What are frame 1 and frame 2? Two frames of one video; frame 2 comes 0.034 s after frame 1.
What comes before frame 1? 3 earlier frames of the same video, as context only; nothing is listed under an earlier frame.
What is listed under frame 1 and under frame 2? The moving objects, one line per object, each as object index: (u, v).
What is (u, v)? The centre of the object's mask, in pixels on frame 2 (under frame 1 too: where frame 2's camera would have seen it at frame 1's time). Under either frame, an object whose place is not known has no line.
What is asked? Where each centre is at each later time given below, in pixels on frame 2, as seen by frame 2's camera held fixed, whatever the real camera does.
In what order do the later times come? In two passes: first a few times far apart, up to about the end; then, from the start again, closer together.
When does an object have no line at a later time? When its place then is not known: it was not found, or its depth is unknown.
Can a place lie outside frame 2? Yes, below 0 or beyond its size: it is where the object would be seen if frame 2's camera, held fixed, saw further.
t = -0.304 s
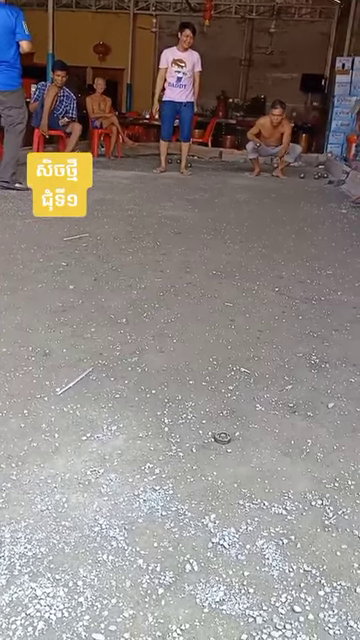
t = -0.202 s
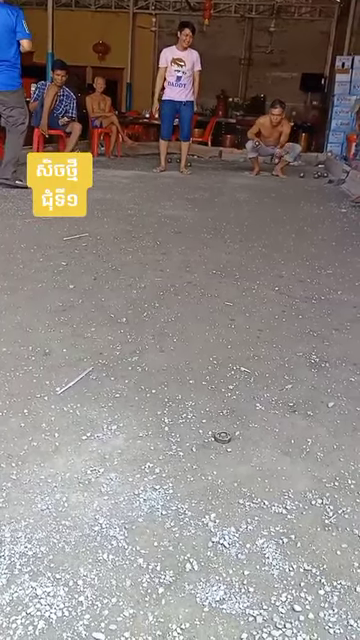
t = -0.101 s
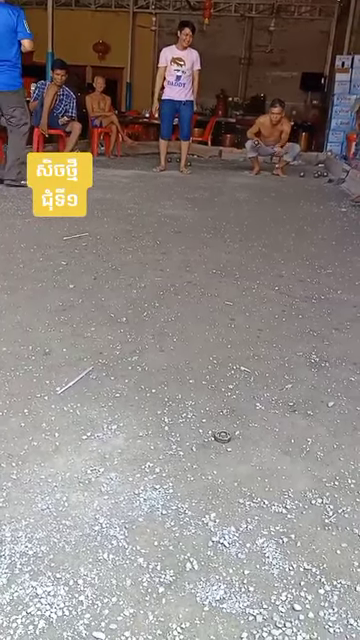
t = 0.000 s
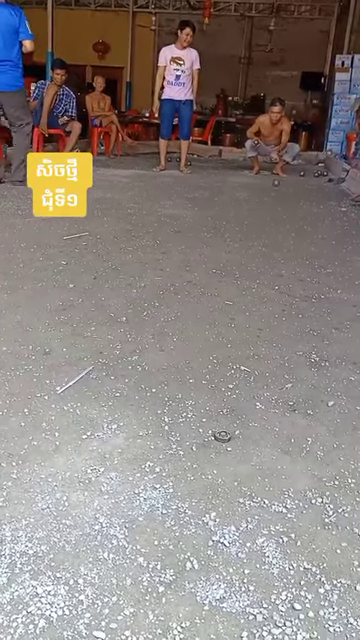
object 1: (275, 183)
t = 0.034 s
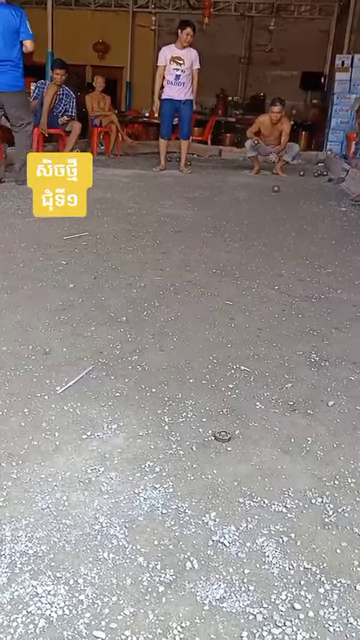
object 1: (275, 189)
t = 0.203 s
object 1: (275, 194)
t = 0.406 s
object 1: (273, 201)
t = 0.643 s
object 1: (268, 209)
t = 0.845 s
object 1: (263, 217)
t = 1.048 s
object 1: (258, 226)
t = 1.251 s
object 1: (248, 236)
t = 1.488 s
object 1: (234, 250)
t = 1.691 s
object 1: (223, 257)
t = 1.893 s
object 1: (214, 273)
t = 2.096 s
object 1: (205, 288)
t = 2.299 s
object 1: (197, 304)
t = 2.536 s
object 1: (186, 326)
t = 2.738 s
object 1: (179, 346)
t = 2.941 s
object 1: (168, 367)
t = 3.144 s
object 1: (160, 385)
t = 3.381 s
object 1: (155, 405)
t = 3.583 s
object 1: (151, 420)
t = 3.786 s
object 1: (145, 435)
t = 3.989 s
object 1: (133, 451)
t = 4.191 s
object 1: (123, 465)
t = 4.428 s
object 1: (109, 475)
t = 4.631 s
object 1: (94, 478)
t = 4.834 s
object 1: (79, 484)
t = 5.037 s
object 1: (70, 495)
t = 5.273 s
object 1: (71, 502)
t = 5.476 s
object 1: (79, 515)
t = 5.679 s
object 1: (90, 526)
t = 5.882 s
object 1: (93, 530)
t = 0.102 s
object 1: (275, 190)
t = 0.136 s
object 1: (275, 192)
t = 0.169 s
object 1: (275, 193)
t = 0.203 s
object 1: (275, 194)
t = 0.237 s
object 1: (274, 195)
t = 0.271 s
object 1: (274, 196)
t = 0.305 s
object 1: (274, 198)
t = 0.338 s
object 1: (273, 199)
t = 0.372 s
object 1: (273, 199)
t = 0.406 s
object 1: (273, 201)
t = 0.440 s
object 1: (272, 202)
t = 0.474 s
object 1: (272, 203)
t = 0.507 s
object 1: (271, 205)
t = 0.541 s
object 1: (270, 206)
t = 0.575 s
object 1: (270, 207)
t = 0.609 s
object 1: (269, 208)
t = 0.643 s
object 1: (268, 209)
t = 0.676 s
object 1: (267, 210)
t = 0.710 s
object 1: (266, 212)
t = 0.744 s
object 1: (265, 214)
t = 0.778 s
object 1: (265, 215)
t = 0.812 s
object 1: (264, 216)
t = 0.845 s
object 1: (263, 217)
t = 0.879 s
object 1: (262, 219)
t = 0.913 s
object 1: (262, 220)
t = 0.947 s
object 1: (261, 222)
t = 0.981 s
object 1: (259, 223)
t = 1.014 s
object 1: (258, 224)
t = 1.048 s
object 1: (258, 226)
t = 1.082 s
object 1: (256, 228)
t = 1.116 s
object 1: (255, 229)
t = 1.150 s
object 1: (253, 231)
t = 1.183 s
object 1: (252, 232)
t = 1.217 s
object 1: (250, 235)
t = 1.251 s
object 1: (248, 236)
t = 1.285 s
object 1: (246, 238)
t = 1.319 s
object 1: (245, 239)
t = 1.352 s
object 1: (243, 242)
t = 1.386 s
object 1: (242, 242)
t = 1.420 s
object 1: (240, 245)
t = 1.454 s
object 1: (237, 247)
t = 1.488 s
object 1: (234, 250)
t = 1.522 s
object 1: (232, 251)
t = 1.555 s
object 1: (229, 252)
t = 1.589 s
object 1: (227, 254)
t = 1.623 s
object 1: (224, 256)
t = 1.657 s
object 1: (223, 257)
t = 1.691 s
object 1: (223, 257)
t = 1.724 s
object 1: (221, 259)
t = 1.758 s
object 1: (220, 263)
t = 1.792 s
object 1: (218, 267)
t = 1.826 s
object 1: (216, 269)
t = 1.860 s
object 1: (215, 271)
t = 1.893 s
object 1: (214, 273)
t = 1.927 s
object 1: (213, 275)
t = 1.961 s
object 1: (211, 278)
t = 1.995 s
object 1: (210, 281)
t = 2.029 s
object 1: (208, 282)
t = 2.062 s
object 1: (206, 285)
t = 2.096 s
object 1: (205, 288)
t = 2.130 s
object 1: (204, 291)
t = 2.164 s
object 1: (203, 292)
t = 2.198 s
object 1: (201, 296)
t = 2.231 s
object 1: (200, 299)
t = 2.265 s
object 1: (198, 302)
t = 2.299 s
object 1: (197, 304)
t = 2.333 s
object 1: (196, 307)
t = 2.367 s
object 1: (194, 310)
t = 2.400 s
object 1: (193, 314)
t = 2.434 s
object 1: (191, 317)
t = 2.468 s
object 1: (190, 321)
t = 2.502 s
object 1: (188, 323)
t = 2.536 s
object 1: (186, 326)
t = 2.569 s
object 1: (185, 329)
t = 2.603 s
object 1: (184, 332)
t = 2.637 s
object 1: (183, 336)
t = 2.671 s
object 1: (182, 339)
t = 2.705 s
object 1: (180, 342)
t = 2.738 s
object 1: (179, 346)
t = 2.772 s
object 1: (178, 350)
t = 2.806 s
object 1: (176, 353)
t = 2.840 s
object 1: (175, 356)
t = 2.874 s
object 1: (173, 359)
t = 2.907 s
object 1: (170, 362)
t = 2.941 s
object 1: (168, 367)
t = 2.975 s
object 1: (166, 370)
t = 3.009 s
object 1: (164, 373)
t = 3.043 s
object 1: (163, 375)
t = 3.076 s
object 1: (162, 379)
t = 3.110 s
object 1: (161, 382)
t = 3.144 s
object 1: (160, 385)
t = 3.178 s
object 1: (160, 388)
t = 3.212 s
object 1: (159, 391)
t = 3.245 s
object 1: (159, 393)
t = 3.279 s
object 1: (158, 397)
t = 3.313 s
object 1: (157, 398)
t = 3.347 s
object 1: (157, 401)
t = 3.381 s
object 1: (155, 405)
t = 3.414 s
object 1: (155, 406)
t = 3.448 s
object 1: (153, 410)
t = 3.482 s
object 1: (153, 413)
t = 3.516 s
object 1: (153, 416)
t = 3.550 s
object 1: (152, 418)
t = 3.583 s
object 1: (151, 420)
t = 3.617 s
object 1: (150, 424)
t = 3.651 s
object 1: (150, 426)
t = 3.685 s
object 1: (149, 429)
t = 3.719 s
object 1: (149, 430)
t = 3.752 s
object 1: (147, 432)
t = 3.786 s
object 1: (145, 435)
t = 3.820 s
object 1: (144, 437)
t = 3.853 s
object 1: (141, 440)
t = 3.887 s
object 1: (139, 443)
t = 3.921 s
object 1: (138, 446)
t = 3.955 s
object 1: (135, 449)
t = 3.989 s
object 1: (133, 451)
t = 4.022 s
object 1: (131, 454)
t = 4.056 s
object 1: (130, 456)
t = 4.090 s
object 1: (128, 459)
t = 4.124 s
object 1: (127, 461)
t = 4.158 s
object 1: (126, 462)
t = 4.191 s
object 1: (123, 465)
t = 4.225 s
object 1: (121, 467)
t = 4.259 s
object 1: (118, 469)
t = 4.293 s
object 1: (115, 471)
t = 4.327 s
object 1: (112, 472)
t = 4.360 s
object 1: (111, 473)
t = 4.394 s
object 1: (110, 474)
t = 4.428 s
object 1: (109, 475)
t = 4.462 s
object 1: (107, 476)
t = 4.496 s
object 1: (105, 477)
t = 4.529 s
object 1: (103, 478)
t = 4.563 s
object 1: (100, 478)
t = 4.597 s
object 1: (97, 477)
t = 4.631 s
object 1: (94, 478)
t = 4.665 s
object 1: (90, 478)
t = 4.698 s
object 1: (87, 478)
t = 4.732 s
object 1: (86, 478)
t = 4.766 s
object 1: (84, 479)
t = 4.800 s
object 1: (82, 481)
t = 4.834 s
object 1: (79, 484)
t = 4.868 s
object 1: (77, 485)
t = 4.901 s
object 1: (73, 487)
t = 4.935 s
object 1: (71, 488)
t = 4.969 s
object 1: (70, 490)
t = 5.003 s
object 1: (70, 493)
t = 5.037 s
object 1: (70, 495)
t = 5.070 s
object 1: (71, 496)
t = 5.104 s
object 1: (70, 498)
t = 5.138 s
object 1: (70, 498)
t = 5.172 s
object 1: (70, 499)
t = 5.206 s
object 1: (70, 499)
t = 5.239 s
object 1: (70, 500)
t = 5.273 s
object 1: (71, 502)
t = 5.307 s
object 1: (72, 503)
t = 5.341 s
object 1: (74, 505)
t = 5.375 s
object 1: (76, 508)
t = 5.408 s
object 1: (77, 510)
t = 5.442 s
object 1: (78, 513)
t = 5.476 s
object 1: (79, 515)
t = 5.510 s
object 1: (82, 517)
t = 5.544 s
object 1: (83, 520)
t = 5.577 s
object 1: (85, 522)
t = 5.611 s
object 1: (88, 524)
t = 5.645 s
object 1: (90, 525)
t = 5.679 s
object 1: (90, 526)
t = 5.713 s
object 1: (90, 527)
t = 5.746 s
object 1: (91, 527)
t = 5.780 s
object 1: (92, 528)
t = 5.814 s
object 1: (93, 529)
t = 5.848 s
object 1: (93, 530)
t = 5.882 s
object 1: (93, 530)
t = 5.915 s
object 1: (92, 530)
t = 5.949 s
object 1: (92, 530)
